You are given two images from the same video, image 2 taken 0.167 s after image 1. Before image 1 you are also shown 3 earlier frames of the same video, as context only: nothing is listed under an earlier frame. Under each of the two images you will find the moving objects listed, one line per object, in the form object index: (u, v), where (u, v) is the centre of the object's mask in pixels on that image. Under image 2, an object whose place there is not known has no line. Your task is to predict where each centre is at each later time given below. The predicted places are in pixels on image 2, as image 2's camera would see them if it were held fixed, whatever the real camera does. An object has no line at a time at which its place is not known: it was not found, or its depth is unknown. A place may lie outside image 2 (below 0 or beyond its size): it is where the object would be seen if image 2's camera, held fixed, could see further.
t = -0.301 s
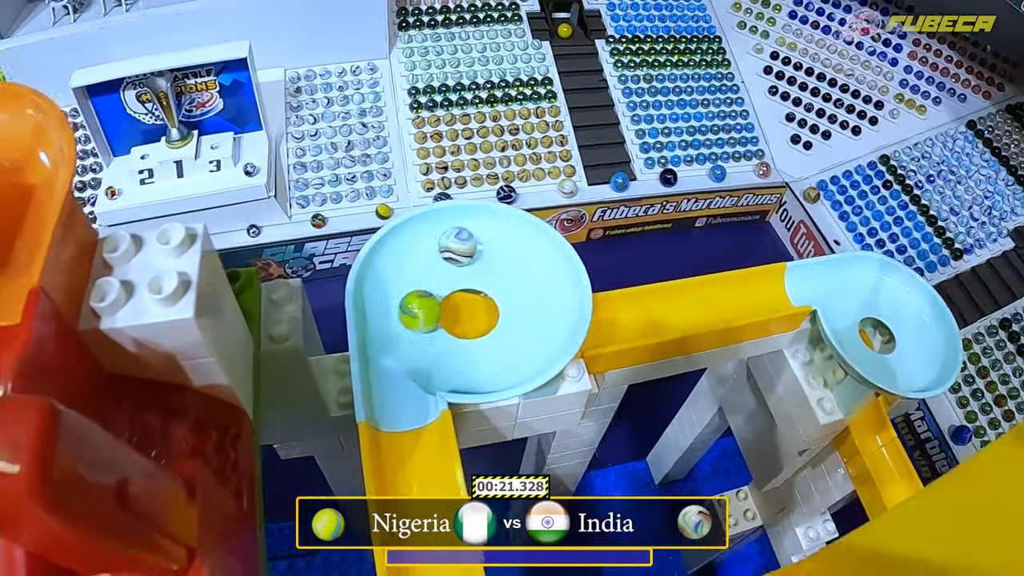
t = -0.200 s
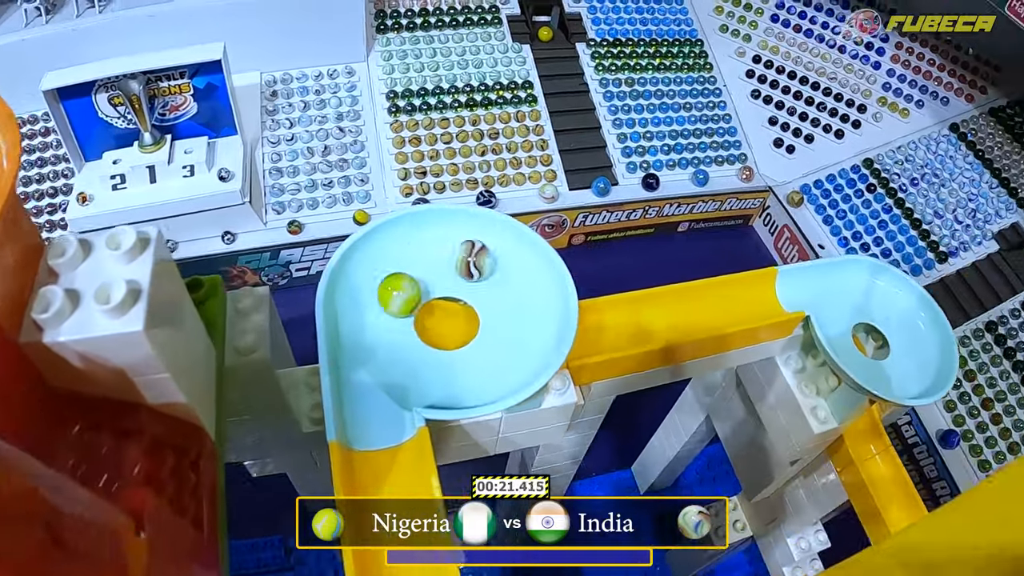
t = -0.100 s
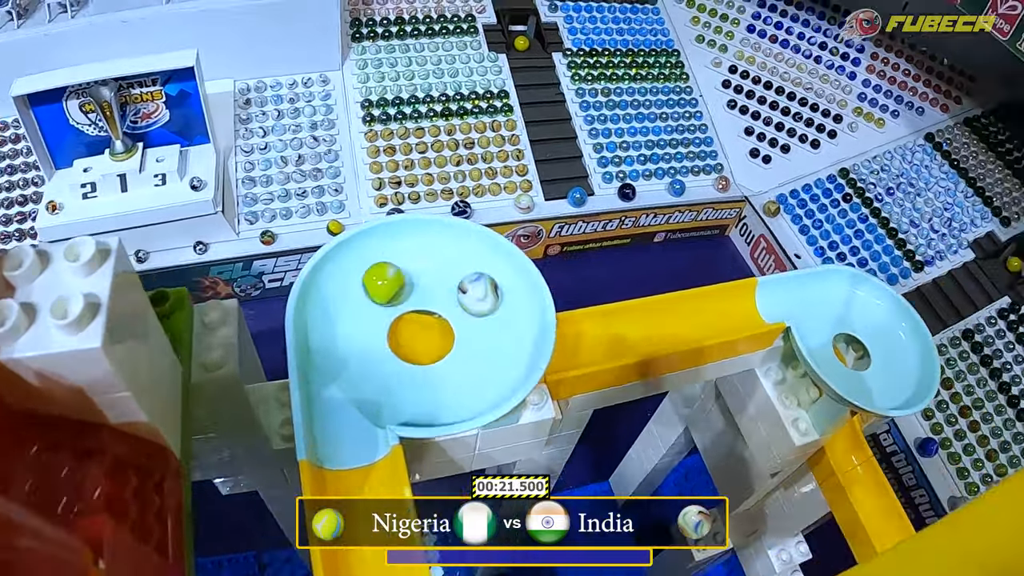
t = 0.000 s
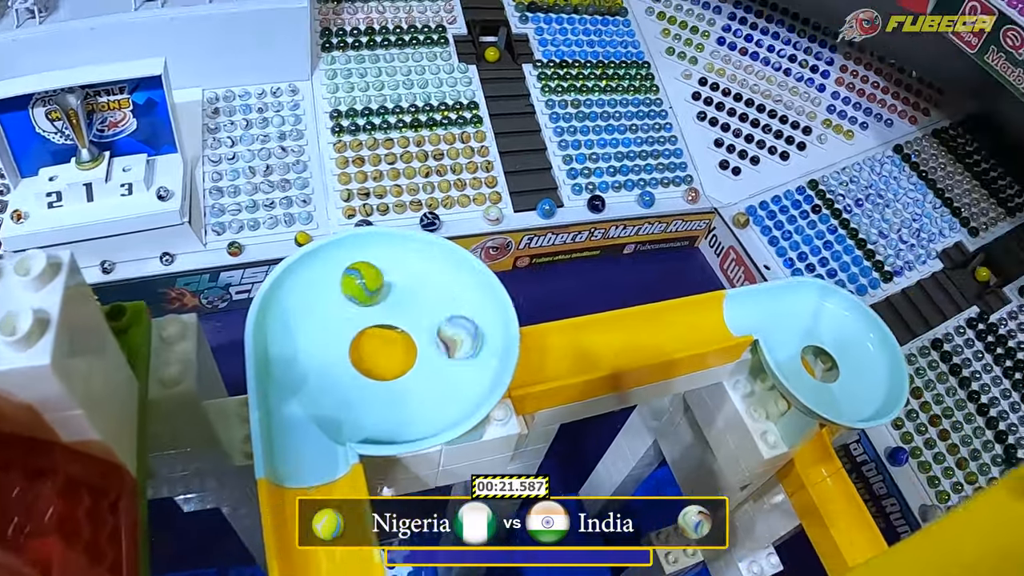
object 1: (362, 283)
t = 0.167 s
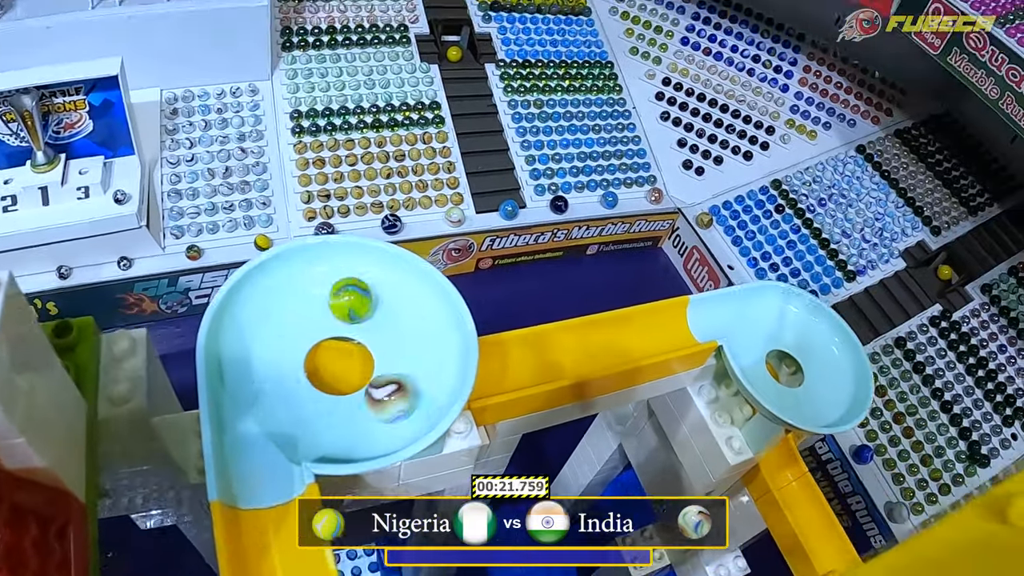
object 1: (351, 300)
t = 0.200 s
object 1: (359, 305)
